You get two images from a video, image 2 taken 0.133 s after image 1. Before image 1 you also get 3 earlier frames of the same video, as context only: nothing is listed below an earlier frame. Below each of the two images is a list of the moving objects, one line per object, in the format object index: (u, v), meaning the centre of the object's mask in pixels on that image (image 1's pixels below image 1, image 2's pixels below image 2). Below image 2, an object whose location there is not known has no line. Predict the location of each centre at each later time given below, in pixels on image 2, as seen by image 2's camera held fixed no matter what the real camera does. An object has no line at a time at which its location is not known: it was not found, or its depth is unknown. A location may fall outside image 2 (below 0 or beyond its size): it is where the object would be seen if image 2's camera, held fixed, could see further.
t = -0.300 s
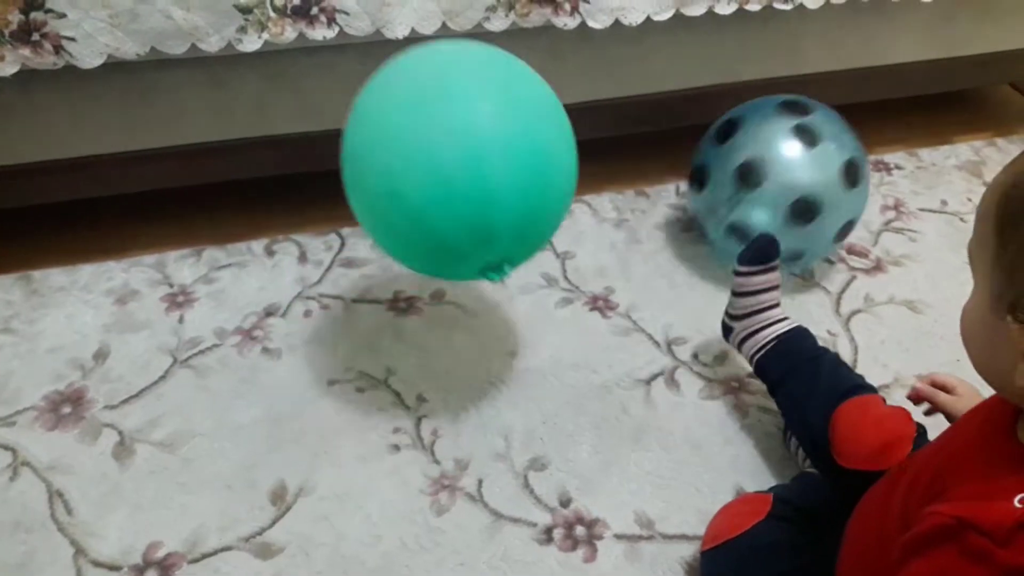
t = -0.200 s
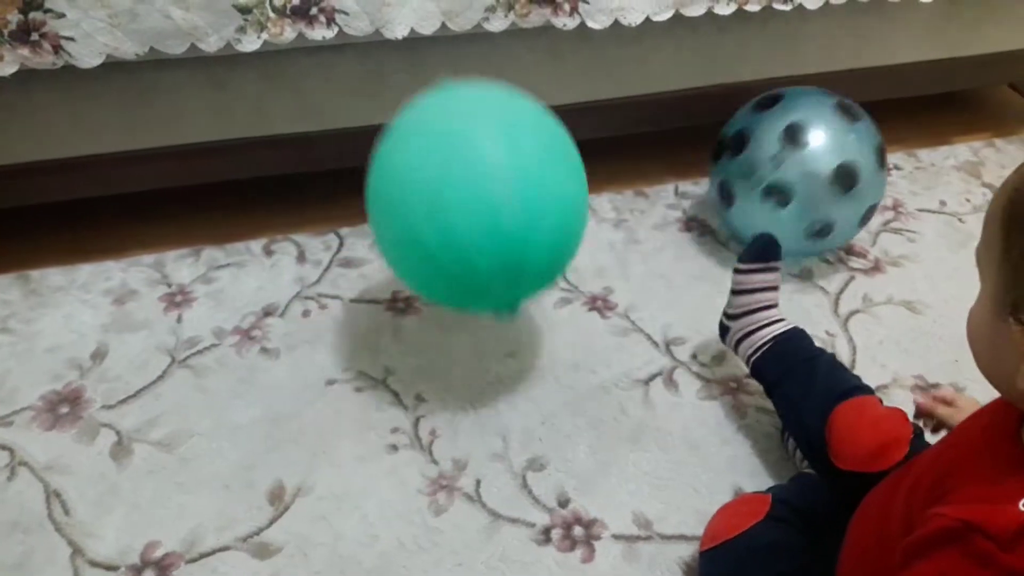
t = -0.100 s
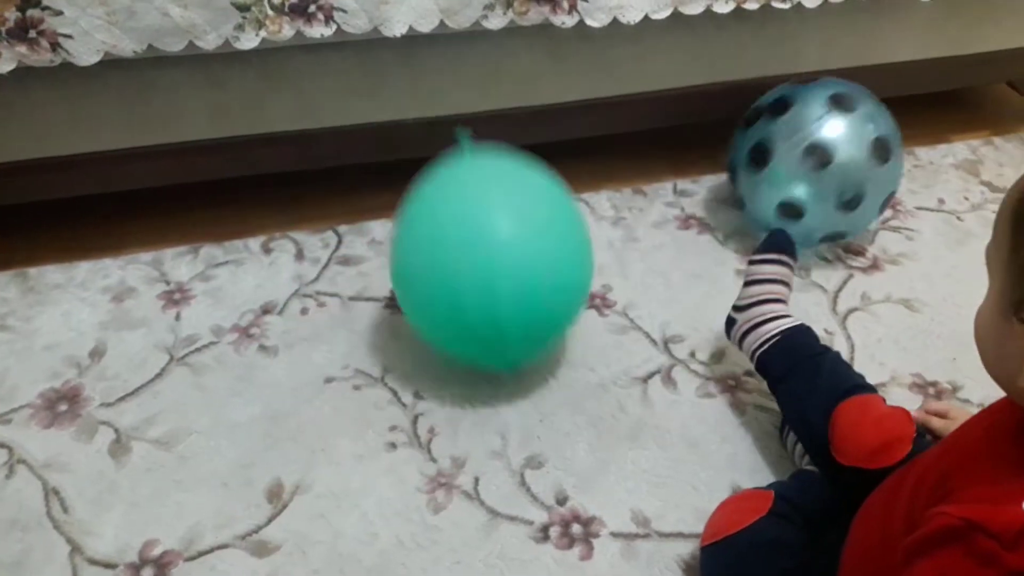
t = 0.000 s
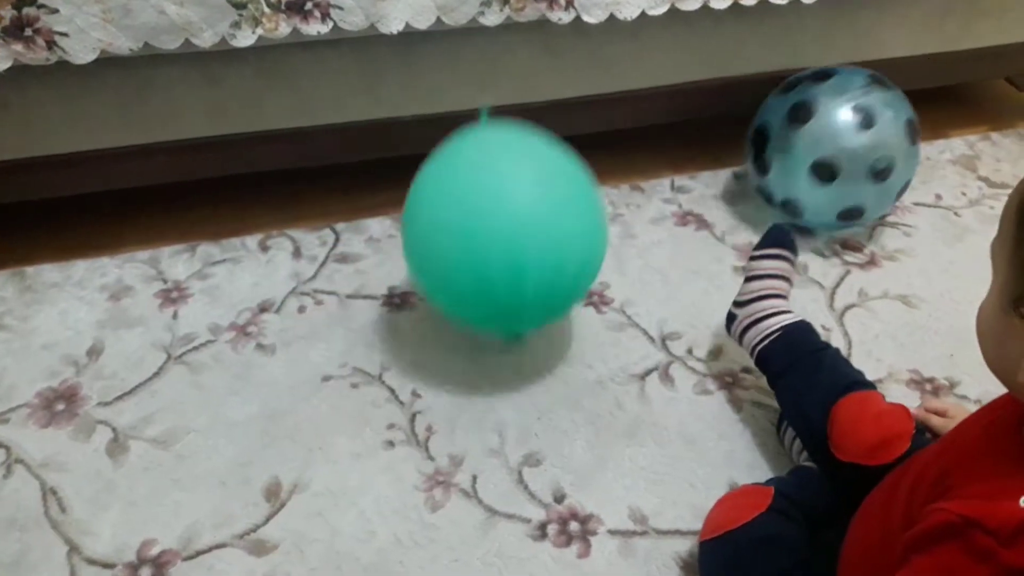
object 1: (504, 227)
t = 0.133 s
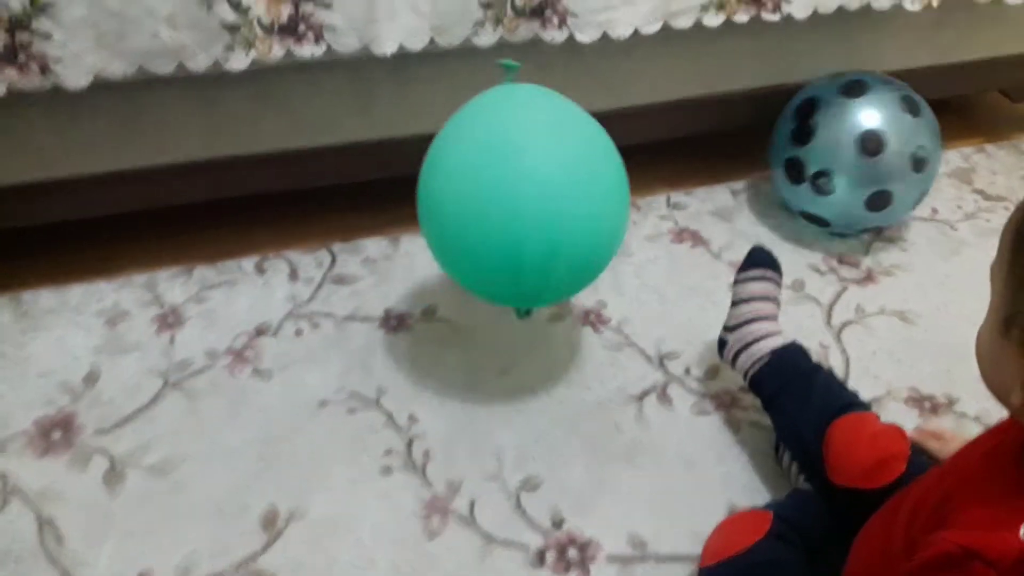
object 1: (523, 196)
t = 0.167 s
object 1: (530, 191)
